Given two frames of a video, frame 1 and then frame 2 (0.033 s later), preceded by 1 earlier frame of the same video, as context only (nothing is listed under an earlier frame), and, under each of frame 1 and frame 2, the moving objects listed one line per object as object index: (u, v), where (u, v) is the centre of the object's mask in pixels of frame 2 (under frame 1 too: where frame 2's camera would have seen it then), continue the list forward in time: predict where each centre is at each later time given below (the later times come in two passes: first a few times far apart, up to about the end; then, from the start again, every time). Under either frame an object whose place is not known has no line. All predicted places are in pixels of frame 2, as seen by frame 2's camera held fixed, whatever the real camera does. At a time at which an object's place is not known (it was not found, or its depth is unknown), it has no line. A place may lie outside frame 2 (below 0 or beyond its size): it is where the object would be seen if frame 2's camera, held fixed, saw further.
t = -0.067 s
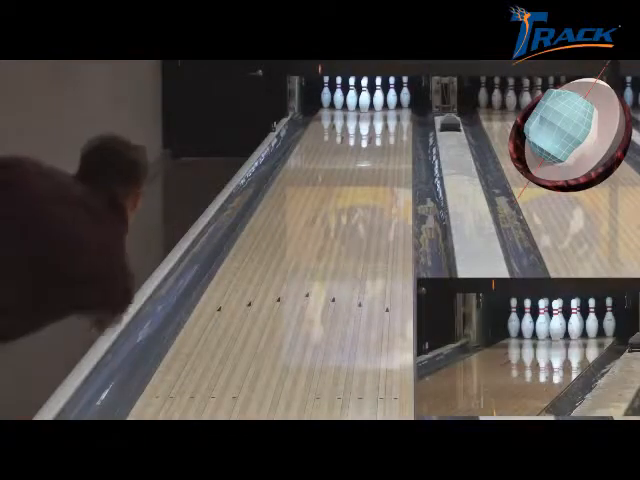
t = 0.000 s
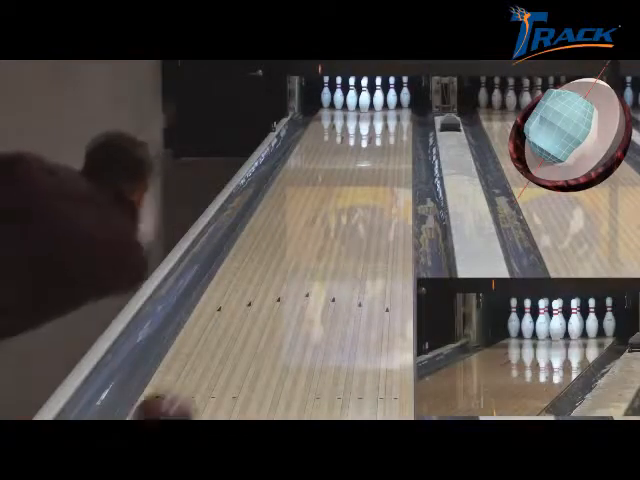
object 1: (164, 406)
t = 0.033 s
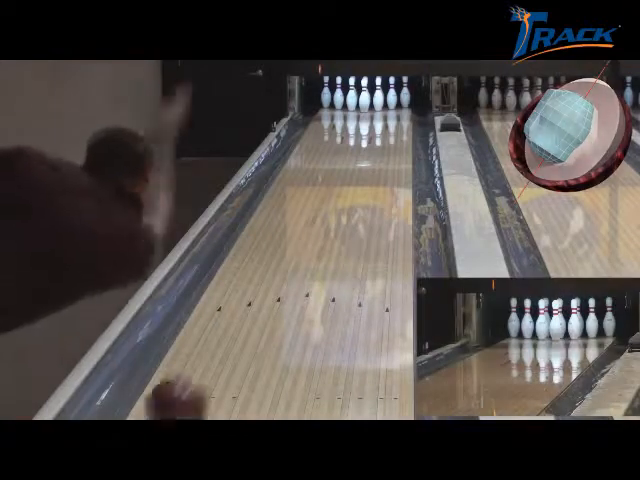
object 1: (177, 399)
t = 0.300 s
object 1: (257, 310)
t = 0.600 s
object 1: (313, 240)
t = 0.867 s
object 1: (345, 199)
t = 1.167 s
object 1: (370, 165)
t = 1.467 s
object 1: (386, 140)
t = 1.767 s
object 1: (387, 122)
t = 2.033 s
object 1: (380, 109)
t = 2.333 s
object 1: (373, 101)
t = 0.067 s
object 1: (190, 390)
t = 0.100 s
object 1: (201, 378)
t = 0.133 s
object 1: (211, 365)
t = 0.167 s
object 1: (222, 353)
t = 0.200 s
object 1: (231, 341)
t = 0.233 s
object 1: (241, 329)
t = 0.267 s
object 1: (249, 319)
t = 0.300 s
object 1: (257, 310)
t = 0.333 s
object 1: (265, 300)
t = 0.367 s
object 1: (272, 290)
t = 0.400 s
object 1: (279, 282)
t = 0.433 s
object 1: (285, 275)
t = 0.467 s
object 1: (291, 267)
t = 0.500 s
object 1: (297, 260)
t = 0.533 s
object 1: (302, 252)
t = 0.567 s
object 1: (308, 246)
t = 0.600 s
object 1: (313, 240)
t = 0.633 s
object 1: (317, 234)
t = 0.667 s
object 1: (322, 228)
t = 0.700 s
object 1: (326, 223)
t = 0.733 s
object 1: (330, 217)
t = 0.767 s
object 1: (334, 213)
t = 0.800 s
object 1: (338, 208)
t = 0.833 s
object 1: (341, 203)
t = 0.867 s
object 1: (345, 199)
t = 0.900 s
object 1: (349, 194)
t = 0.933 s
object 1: (352, 190)
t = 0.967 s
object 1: (354, 186)
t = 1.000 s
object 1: (358, 182)
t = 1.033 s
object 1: (360, 179)
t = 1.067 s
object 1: (363, 175)
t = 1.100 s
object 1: (365, 172)
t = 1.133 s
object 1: (368, 168)
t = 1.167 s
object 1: (370, 165)
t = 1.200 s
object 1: (373, 162)
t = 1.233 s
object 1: (375, 159)
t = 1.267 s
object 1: (377, 156)
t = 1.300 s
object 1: (378, 153)
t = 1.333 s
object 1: (380, 150)
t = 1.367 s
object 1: (382, 148)
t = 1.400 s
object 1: (383, 146)
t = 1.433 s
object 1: (384, 143)
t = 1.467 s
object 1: (386, 140)
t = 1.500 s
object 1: (387, 138)
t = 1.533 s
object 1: (387, 136)
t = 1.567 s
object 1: (388, 133)
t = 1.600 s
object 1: (388, 132)
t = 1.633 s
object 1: (388, 129)
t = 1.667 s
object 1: (388, 127)
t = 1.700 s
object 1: (388, 125)
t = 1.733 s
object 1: (388, 124)
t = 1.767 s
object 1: (387, 122)
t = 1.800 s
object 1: (387, 121)
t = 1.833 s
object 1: (386, 119)
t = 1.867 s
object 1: (385, 117)
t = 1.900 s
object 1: (384, 115)
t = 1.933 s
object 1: (383, 114)
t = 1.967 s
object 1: (382, 112)
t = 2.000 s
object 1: (381, 111)
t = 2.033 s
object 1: (380, 109)
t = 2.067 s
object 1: (378, 107)
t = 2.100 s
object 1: (376, 106)
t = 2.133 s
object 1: (376, 106)
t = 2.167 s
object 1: (372, 104)
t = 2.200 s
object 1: (373, 103)
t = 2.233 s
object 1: (372, 102)
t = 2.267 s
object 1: (373, 102)
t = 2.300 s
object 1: (373, 102)
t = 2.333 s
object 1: (373, 101)
